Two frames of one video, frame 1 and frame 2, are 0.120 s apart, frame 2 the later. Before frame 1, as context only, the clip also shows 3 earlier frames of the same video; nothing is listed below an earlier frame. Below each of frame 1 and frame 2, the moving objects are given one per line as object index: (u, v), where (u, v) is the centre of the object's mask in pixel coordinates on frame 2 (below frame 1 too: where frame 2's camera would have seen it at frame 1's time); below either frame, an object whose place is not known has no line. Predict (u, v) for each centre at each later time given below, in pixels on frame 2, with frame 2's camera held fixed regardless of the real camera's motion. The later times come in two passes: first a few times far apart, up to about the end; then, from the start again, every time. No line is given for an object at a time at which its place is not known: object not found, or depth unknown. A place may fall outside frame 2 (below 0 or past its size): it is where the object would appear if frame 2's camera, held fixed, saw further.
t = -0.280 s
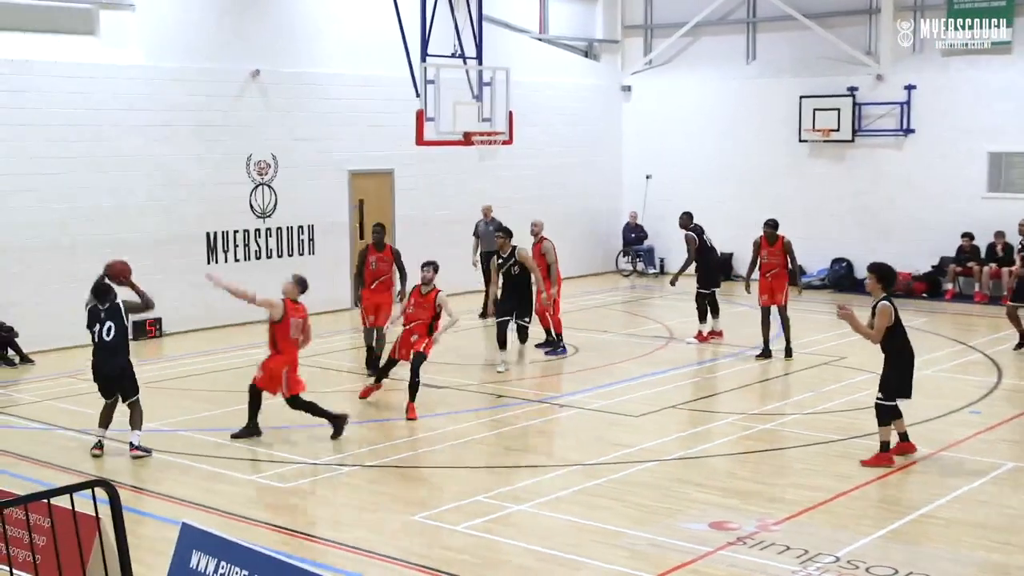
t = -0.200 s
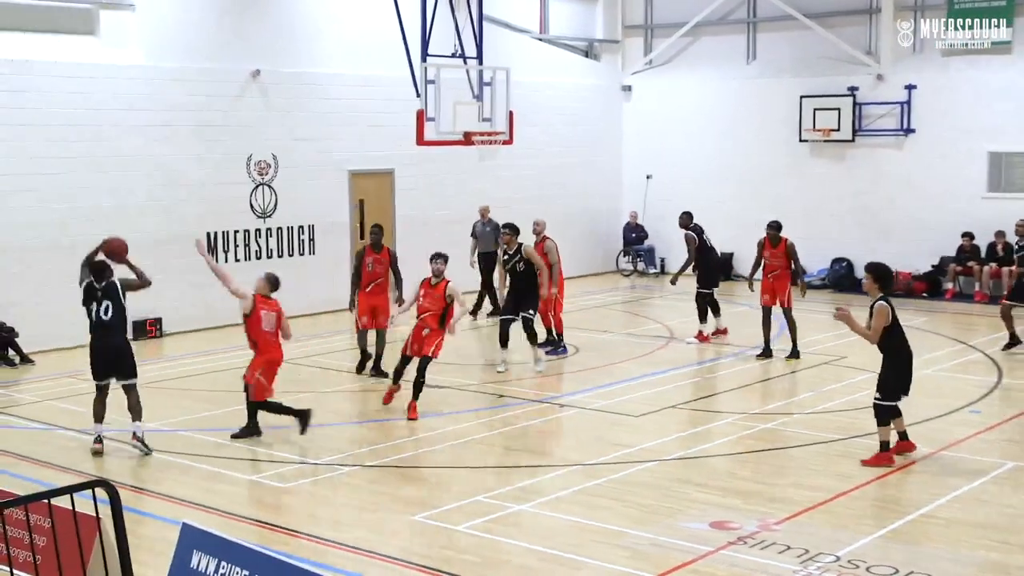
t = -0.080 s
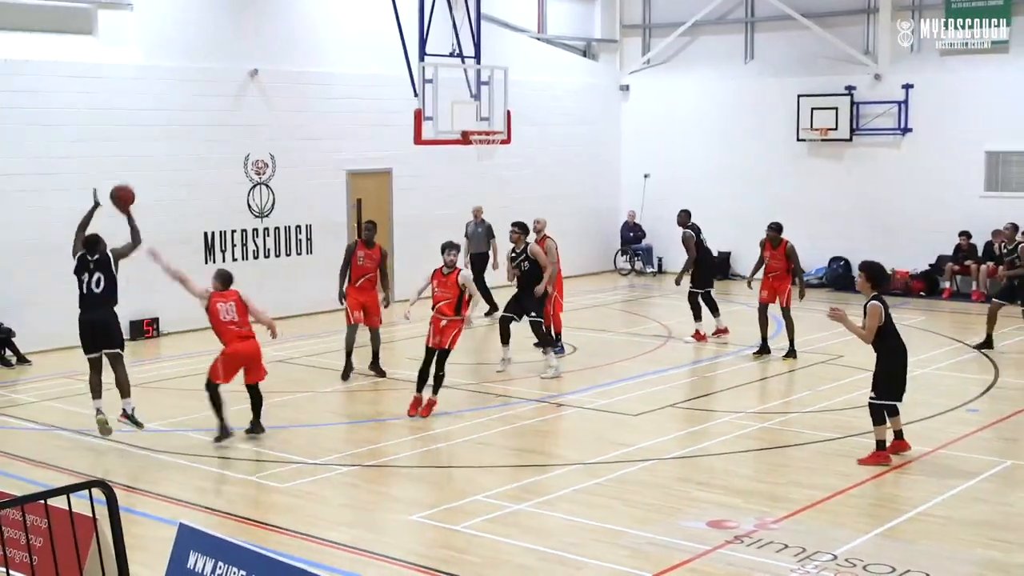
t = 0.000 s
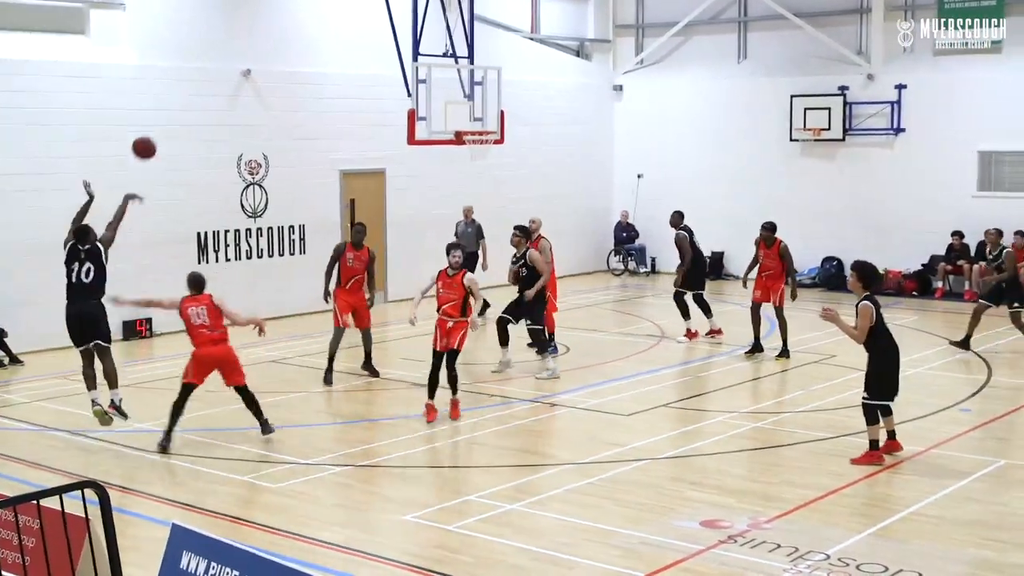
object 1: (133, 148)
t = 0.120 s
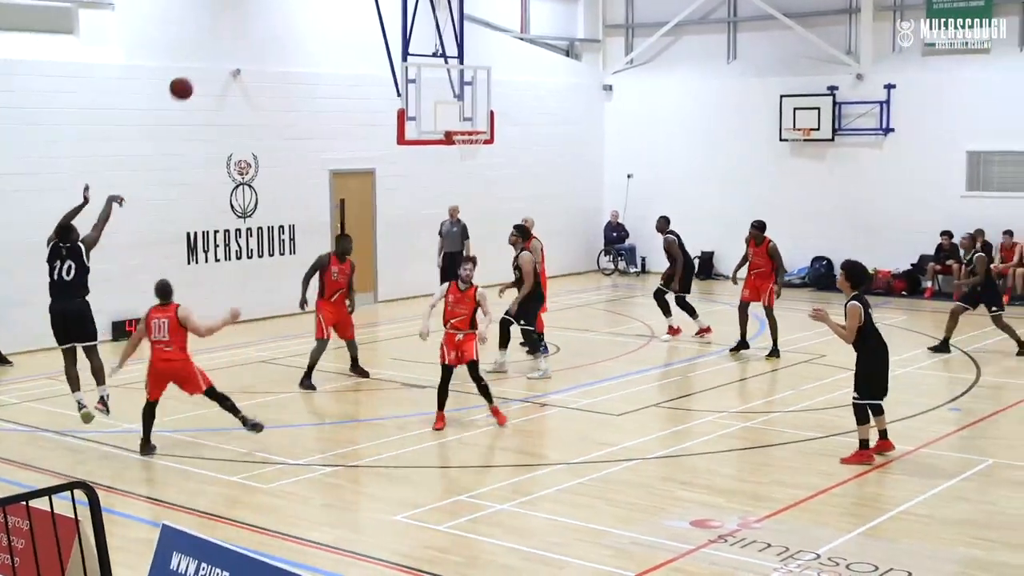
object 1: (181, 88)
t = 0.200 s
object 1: (211, 59)
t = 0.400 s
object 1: (280, 15)
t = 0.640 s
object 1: (352, 11)
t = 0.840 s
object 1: (404, 43)
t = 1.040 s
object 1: (451, 99)
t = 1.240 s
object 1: (480, 143)
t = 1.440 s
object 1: (478, 165)
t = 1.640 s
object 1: (474, 216)
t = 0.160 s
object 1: (196, 73)
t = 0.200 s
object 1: (211, 59)
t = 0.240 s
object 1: (226, 46)
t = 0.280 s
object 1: (240, 36)
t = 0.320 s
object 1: (253, 27)
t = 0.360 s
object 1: (267, 20)
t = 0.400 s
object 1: (280, 15)
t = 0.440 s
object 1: (293, 11)
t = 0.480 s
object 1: (305, 9)
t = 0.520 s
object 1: (317, 8)
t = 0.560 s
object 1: (329, 8)
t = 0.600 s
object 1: (341, 9)
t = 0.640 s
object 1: (352, 11)
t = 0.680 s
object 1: (363, 16)
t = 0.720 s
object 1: (374, 21)
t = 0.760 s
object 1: (384, 27)
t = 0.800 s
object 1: (394, 34)
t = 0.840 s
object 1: (404, 43)
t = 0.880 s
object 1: (414, 52)
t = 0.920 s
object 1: (423, 63)
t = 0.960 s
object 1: (433, 74)
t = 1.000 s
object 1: (441, 86)
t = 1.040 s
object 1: (451, 99)
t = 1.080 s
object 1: (459, 113)
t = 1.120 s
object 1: (468, 127)
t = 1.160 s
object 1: (476, 142)
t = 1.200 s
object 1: (481, 146)
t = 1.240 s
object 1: (480, 143)
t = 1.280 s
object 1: (480, 145)
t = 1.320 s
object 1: (480, 148)
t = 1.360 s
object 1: (479, 153)
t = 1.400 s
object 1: (478, 158)
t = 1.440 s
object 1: (478, 165)
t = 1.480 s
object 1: (477, 173)
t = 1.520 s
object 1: (476, 182)
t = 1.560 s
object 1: (475, 192)
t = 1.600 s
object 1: (475, 204)
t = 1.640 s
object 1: (474, 216)
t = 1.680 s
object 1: (474, 229)
